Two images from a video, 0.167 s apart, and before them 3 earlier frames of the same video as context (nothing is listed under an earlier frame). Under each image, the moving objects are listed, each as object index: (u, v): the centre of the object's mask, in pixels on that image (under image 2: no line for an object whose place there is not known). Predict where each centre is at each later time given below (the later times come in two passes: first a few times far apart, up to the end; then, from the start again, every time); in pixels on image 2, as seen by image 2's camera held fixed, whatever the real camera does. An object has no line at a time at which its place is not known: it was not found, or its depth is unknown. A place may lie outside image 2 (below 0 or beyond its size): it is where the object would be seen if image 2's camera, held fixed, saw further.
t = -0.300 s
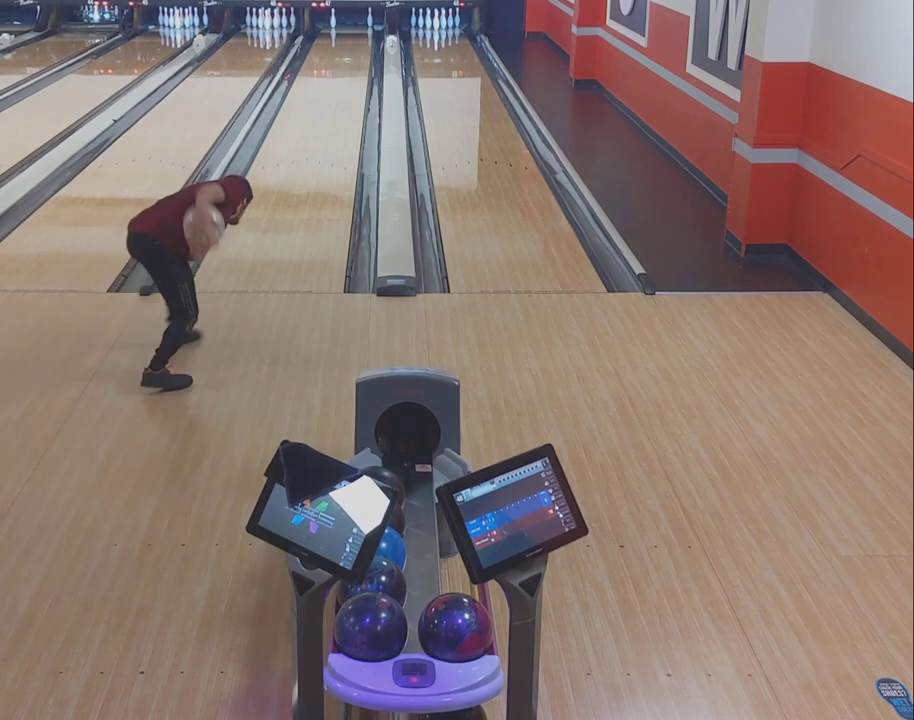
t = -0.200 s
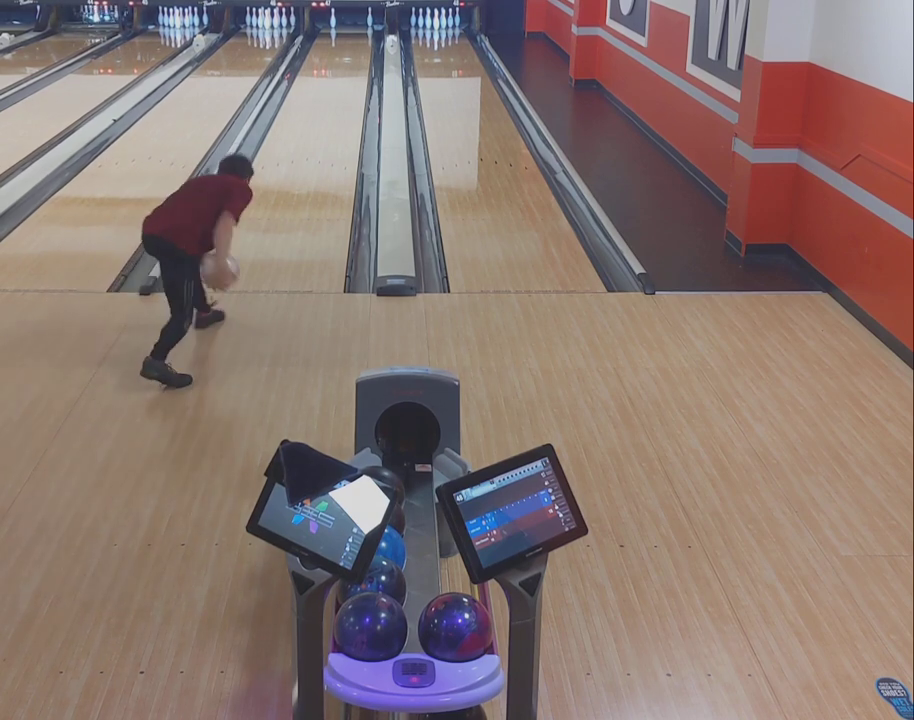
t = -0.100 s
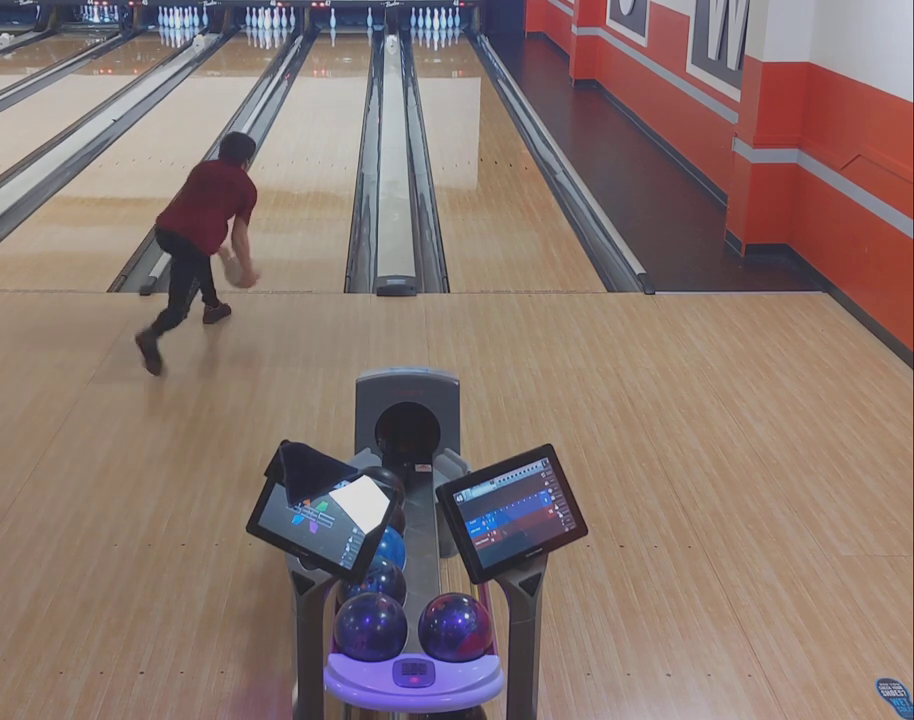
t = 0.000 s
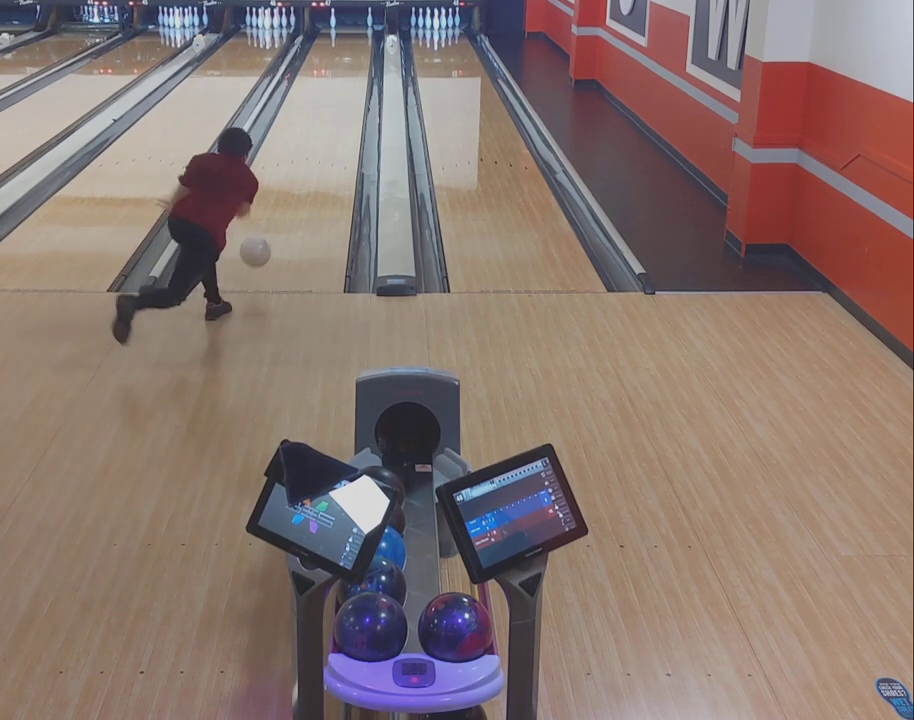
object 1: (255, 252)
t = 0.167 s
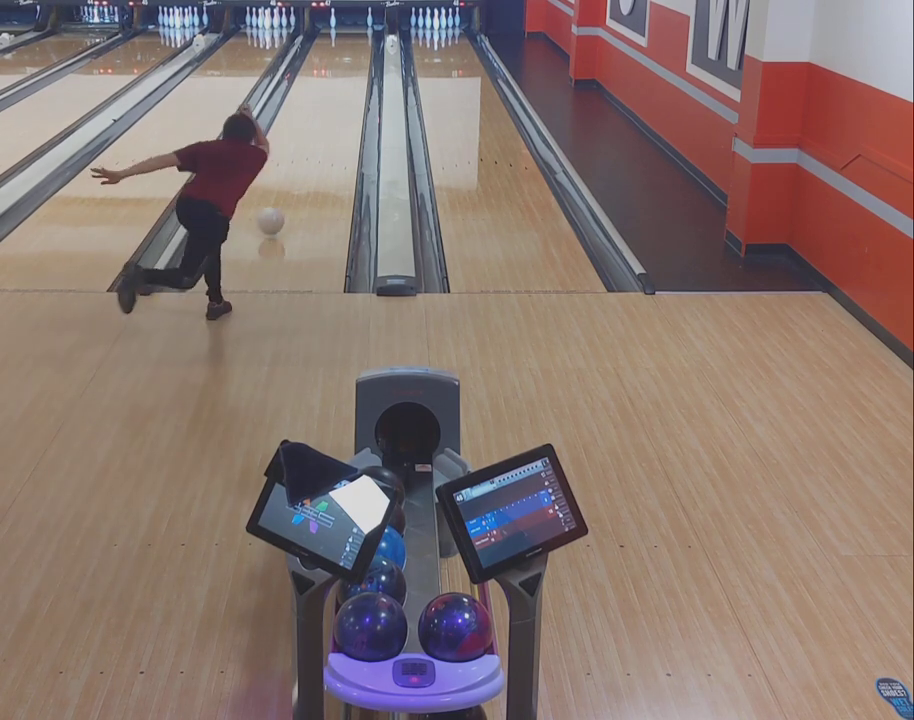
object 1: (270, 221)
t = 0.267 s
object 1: (277, 202)
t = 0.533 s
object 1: (292, 154)
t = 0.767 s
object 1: (301, 123)
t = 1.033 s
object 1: (310, 97)
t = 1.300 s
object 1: (315, 74)
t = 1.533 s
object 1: (320, 59)
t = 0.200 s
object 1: (273, 215)
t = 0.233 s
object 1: (275, 209)
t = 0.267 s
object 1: (277, 202)
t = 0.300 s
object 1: (280, 196)
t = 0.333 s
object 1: (282, 189)
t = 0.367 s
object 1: (285, 184)
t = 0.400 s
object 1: (287, 176)
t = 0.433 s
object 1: (287, 170)
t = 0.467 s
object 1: (289, 164)
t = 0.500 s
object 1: (291, 159)
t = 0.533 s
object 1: (292, 154)
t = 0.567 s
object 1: (294, 148)
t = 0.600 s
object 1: (295, 143)
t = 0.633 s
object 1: (297, 140)
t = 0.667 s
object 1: (298, 136)
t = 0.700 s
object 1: (299, 132)
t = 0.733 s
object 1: (300, 127)
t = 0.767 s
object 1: (301, 123)
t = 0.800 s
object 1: (303, 120)
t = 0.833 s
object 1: (304, 116)
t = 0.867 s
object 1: (305, 113)
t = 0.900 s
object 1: (306, 109)
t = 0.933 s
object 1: (307, 106)
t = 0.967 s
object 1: (308, 102)
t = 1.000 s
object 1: (309, 99)
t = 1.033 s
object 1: (310, 97)
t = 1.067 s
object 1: (310, 93)
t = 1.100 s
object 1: (311, 90)
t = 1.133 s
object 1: (312, 87)
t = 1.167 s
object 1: (313, 85)
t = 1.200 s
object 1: (314, 81)
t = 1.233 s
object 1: (314, 79)
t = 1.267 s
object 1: (315, 77)
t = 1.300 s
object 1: (315, 74)
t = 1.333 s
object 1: (316, 72)
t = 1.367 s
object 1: (317, 69)
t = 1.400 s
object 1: (317, 67)
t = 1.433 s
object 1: (318, 65)
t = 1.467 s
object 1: (318, 63)
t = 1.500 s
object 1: (319, 61)
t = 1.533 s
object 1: (320, 59)
